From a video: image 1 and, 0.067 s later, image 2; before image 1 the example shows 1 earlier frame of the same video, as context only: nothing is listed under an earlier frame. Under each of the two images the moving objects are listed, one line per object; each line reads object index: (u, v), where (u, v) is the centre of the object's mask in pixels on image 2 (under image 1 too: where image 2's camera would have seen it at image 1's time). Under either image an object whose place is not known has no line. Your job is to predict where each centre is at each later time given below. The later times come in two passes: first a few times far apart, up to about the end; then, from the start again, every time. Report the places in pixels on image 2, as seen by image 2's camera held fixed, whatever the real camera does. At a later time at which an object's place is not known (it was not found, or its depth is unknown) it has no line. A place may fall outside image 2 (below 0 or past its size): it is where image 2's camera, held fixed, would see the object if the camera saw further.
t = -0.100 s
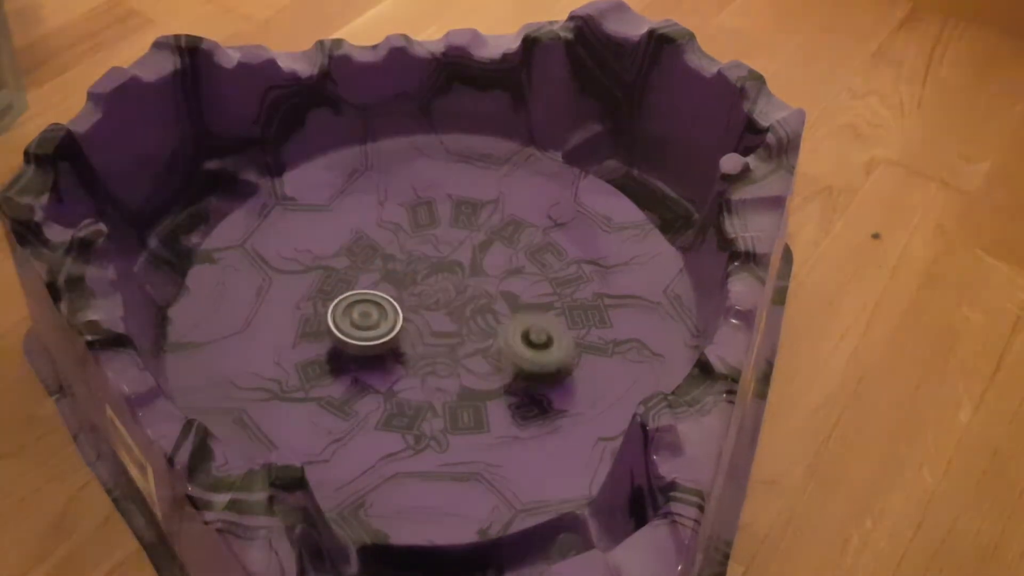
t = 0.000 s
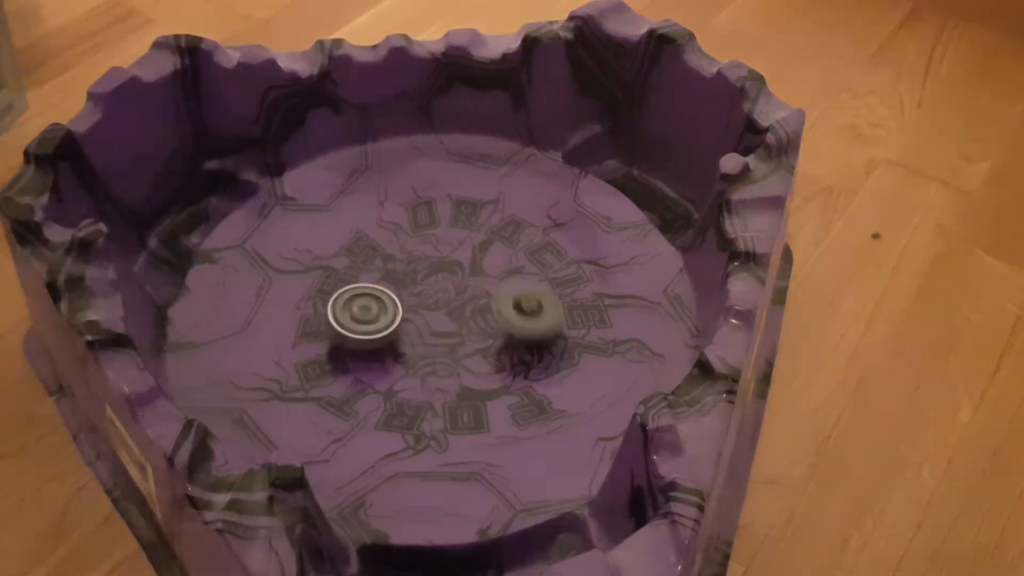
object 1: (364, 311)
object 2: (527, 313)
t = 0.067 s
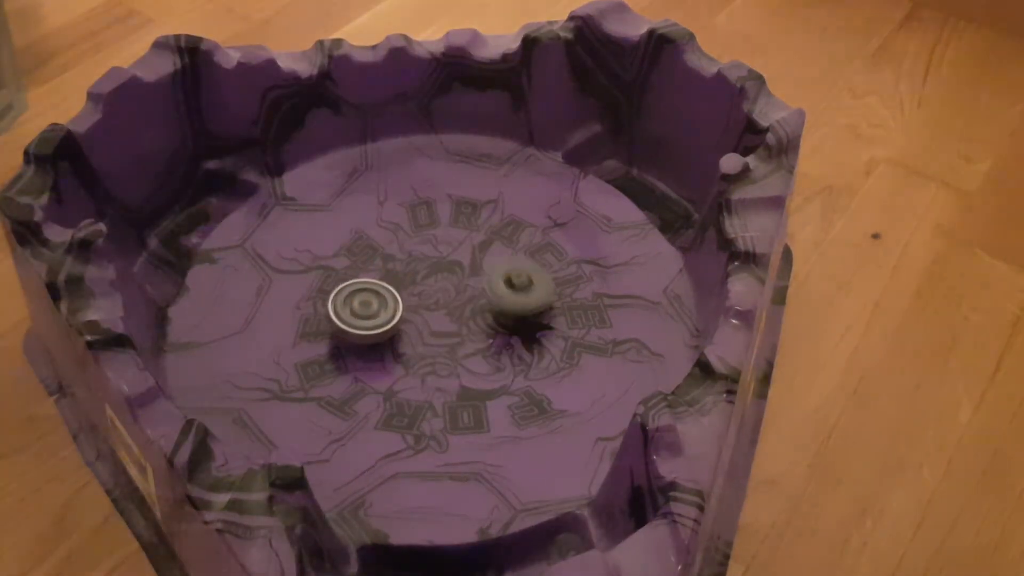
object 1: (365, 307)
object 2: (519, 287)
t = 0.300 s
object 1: (373, 289)
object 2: (480, 216)
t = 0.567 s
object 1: (390, 269)
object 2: (435, 175)
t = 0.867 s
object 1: (410, 248)
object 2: (397, 185)
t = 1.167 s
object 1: (438, 401)
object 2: (429, 189)
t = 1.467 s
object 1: (565, 421)
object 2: (480, 248)
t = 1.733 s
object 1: (613, 381)
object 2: (520, 280)
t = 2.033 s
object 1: (591, 354)
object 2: (509, 307)
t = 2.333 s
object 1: (551, 348)
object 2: (463, 334)
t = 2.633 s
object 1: (497, 341)
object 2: (418, 354)
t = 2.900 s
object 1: (447, 324)
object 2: (380, 359)
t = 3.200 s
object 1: (446, 266)
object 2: (278, 392)
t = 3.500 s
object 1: (413, 231)
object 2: (300, 377)
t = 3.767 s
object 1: (395, 217)
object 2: (315, 329)
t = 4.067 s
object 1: (390, 221)
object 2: (360, 274)
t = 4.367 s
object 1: (429, 201)
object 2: (391, 287)
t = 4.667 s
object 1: (457, 209)
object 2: (443, 277)
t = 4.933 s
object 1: (485, 229)
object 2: (475, 282)
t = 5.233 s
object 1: (505, 262)
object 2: (487, 331)
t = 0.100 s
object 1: (366, 304)
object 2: (513, 274)
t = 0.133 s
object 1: (366, 302)
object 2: (508, 262)
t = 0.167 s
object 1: (367, 299)
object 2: (503, 252)
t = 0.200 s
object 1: (368, 297)
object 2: (499, 241)
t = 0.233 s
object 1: (369, 294)
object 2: (493, 231)
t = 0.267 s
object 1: (371, 292)
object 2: (486, 222)
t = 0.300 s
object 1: (373, 289)
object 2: (480, 216)
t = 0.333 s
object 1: (375, 287)
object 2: (478, 210)
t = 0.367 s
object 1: (377, 284)
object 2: (468, 201)
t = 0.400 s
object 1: (379, 282)
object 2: (466, 195)
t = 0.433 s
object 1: (381, 279)
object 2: (461, 187)
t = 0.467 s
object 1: (384, 276)
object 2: (454, 182)
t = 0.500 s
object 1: (386, 274)
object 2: (446, 179)
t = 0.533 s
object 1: (388, 271)
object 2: (441, 177)
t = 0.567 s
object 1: (390, 269)
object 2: (435, 175)
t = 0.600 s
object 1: (392, 266)
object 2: (428, 175)
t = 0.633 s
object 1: (395, 264)
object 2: (422, 174)
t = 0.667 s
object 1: (397, 261)
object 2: (415, 175)
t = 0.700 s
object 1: (399, 258)
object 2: (410, 175)
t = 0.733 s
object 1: (401, 256)
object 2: (406, 176)
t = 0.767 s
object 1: (404, 254)
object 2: (402, 178)
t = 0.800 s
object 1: (406, 252)
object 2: (400, 180)
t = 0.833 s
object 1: (408, 250)
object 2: (398, 183)
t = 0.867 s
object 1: (410, 248)
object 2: (397, 185)
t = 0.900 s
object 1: (412, 247)
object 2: (397, 187)
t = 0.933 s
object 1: (414, 246)
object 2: (398, 189)
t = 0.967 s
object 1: (416, 245)
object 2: (400, 192)
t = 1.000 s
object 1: (417, 268)
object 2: (405, 176)
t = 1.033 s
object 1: (418, 304)
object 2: (406, 141)
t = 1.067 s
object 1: (421, 338)
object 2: (412, 144)
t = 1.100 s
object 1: (425, 365)
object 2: (419, 162)
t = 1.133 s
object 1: (430, 386)
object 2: (426, 178)
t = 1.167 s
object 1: (438, 401)
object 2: (429, 189)
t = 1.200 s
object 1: (448, 414)
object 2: (431, 199)
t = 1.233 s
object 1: (461, 422)
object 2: (436, 209)
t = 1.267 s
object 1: (474, 426)
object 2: (441, 216)
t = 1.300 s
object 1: (491, 428)
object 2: (446, 221)
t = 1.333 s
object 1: (506, 429)
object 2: (452, 227)
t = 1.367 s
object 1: (522, 428)
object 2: (459, 232)
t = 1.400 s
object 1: (538, 427)
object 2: (466, 237)
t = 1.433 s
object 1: (552, 424)
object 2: (474, 242)
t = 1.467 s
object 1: (565, 421)
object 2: (480, 248)
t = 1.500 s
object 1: (578, 416)
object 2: (487, 252)
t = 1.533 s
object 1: (588, 412)
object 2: (492, 256)
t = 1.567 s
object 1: (596, 407)
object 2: (499, 260)
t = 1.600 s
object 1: (602, 402)
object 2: (504, 263)
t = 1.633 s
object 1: (606, 397)
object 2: (509, 267)
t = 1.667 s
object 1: (610, 392)
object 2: (512, 271)
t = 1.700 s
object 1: (612, 386)
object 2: (515, 275)
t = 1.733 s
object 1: (613, 381)
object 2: (520, 280)
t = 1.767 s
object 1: (613, 376)
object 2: (522, 285)
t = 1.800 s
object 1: (610, 370)
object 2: (525, 289)
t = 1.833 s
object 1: (607, 364)
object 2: (526, 295)
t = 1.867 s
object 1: (603, 359)
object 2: (528, 299)
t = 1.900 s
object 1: (599, 354)
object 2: (530, 304)
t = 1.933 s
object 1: (594, 351)
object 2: (531, 308)
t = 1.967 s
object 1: (593, 351)
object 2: (529, 310)
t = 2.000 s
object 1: (594, 354)
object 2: (519, 308)
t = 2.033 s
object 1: (591, 354)
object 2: (509, 307)
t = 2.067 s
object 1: (588, 353)
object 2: (502, 308)
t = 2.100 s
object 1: (584, 352)
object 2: (495, 310)
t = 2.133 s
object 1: (580, 351)
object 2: (491, 313)
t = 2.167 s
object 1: (575, 350)
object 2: (486, 316)
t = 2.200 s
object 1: (571, 350)
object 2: (481, 320)
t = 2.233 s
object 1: (567, 349)
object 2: (477, 324)
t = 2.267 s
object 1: (562, 349)
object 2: (473, 327)
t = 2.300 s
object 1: (557, 349)
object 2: (467, 331)
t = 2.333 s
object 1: (551, 348)
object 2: (463, 334)
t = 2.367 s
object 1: (546, 348)
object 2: (459, 338)
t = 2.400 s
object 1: (539, 347)
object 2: (455, 341)
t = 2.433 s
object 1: (533, 347)
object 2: (450, 343)
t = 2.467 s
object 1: (528, 346)
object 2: (444, 346)
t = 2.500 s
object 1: (522, 345)
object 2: (439, 348)
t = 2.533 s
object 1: (516, 345)
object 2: (434, 350)
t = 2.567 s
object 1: (510, 344)
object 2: (429, 351)
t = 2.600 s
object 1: (503, 342)
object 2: (424, 352)
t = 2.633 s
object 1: (497, 341)
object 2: (418, 354)
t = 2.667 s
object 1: (491, 340)
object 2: (414, 355)
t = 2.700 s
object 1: (485, 338)
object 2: (409, 356)
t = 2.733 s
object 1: (479, 336)
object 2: (403, 358)
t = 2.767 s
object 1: (473, 334)
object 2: (399, 360)
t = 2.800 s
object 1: (467, 331)
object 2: (393, 360)
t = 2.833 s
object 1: (461, 329)
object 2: (388, 360)
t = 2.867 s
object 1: (455, 327)
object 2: (384, 360)
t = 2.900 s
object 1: (447, 324)
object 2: (380, 359)
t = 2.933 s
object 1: (445, 320)
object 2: (371, 361)
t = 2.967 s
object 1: (454, 311)
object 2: (340, 372)
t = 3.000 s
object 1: (461, 301)
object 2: (319, 378)
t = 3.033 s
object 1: (464, 294)
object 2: (304, 382)
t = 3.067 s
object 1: (463, 287)
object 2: (292, 384)
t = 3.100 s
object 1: (460, 282)
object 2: (285, 386)
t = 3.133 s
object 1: (455, 277)
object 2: (280, 389)
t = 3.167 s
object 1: (450, 271)
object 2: (279, 391)
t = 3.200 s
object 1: (446, 266)
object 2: (278, 392)
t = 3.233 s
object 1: (442, 261)
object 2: (278, 393)
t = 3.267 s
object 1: (438, 257)
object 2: (279, 393)
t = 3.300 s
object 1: (434, 252)
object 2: (281, 393)
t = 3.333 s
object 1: (430, 248)
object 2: (283, 392)
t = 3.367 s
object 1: (427, 244)
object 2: (286, 390)
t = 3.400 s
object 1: (423, 241)
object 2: (291, 387)
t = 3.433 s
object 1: (419, 237)
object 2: (294, 385)
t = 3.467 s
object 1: (416, 234)
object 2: (297, 381)
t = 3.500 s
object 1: (413, 231)
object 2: (300, 377)
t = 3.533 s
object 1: (410, 229)
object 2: (303, 372)
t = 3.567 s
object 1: (407, 226)
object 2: (305, 367)
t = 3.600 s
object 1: (405, 224)
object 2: (307, 361)
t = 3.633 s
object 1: (402, 222)
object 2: (309, 355)
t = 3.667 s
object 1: (400, 220)
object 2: (311, 348)
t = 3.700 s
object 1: (398, 219)
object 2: (312, 343)
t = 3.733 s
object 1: (396, 218)
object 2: (313, 336)
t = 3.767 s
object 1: (395, 217)
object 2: (315, 329)
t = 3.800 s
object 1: (394, 217)
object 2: (319, 322)
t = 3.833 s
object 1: (393, 216)
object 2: (322, 316)
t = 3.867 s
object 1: (392, 216)
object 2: (326, 309)
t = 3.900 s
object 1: (391, 216)
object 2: (330, 303)
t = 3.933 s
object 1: (390, 217)
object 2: (335, 297)
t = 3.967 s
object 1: (389, 218)
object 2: (341, 291)
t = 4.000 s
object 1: (390, 218)
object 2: (347, 286)
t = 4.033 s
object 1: (390, 220)
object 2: (354, 280)
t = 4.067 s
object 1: (390, 221)
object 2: (360, 274)
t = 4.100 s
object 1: (395, 216)
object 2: (360, 278)
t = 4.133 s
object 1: (403, 208)
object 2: (357, 285)
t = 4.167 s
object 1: (409, 203)
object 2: (357, 289)
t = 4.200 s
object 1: (414, 202)
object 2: (361, 291)
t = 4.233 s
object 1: (417, 201)
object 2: (366, 292)
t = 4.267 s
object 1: (420, 201)
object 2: (371, 291)
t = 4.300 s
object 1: (423, 201)
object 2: (378, 290)
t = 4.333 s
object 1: (426, 201)
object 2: (385, 289)
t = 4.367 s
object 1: (429, 201)
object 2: (391, 287)
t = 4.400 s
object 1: (432, 200)
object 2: (397, 286)
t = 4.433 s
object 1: (435, 201)
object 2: (403, 284)
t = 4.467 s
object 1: (438, 201)
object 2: (408, 282)
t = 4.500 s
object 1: (440, 202)
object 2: (414, 280)
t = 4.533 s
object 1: (443, 203)
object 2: (420, 278)
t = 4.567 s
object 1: (446, 205)
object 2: (426, 277)
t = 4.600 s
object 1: (450, 206)
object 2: (431, 277)
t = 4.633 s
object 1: (453, 207)
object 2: (438, 277)
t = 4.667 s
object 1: (457, 209)
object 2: (443, 277)
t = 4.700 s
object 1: (460, 211)
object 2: (449, 276)
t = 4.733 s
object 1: (463, 214)
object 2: (455, 275)
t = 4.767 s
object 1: (466, 216)
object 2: (462, 275)
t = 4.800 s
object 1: (470, 219)
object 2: (466, 276)
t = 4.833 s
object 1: (473, 221)
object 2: (471, 276)
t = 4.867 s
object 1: (476, 223)
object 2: (475, 275)
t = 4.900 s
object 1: (480, 226)
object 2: (476, 278)
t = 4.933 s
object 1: (485, 229)
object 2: (475, 282)
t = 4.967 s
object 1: (489, 234)
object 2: (474, 288)
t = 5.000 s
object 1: (493, 238)
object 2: (476, 294)
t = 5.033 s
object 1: (496, 243)
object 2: (478, 299)
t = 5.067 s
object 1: (497, 246)
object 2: (481, 303)
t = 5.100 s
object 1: (498, 250)
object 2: (484, 307)
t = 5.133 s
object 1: (500, 255)
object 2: (486, 311)
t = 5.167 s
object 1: (502, 257)
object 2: (487, 318)
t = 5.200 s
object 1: (504, 259)
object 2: (487, 325)
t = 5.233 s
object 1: (505, 262)
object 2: (487, 331)
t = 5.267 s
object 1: (505, 266)
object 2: (487, 336)
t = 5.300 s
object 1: (505, 270)
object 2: (488, 341)
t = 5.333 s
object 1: (505, 274)
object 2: (488, 347)
